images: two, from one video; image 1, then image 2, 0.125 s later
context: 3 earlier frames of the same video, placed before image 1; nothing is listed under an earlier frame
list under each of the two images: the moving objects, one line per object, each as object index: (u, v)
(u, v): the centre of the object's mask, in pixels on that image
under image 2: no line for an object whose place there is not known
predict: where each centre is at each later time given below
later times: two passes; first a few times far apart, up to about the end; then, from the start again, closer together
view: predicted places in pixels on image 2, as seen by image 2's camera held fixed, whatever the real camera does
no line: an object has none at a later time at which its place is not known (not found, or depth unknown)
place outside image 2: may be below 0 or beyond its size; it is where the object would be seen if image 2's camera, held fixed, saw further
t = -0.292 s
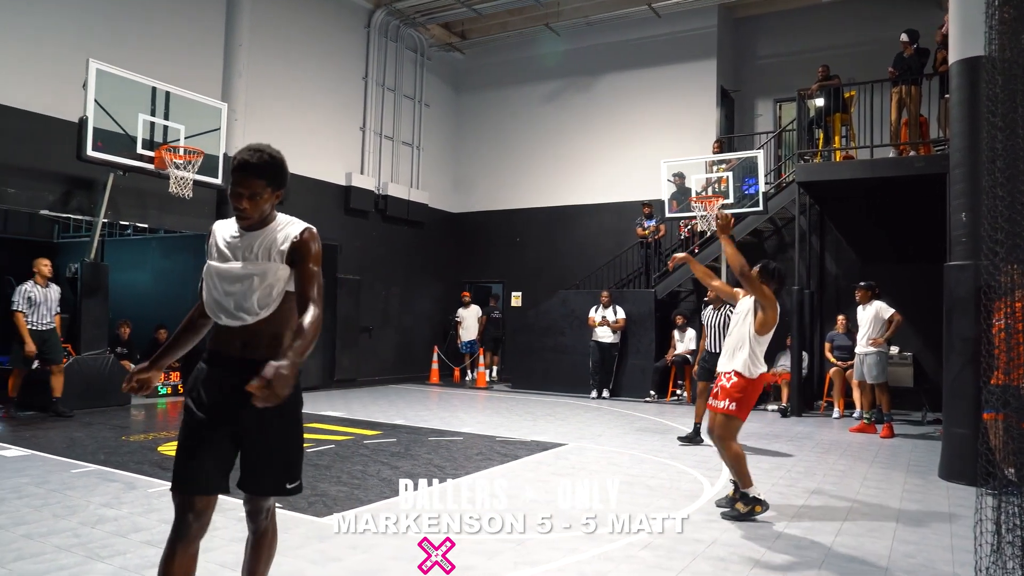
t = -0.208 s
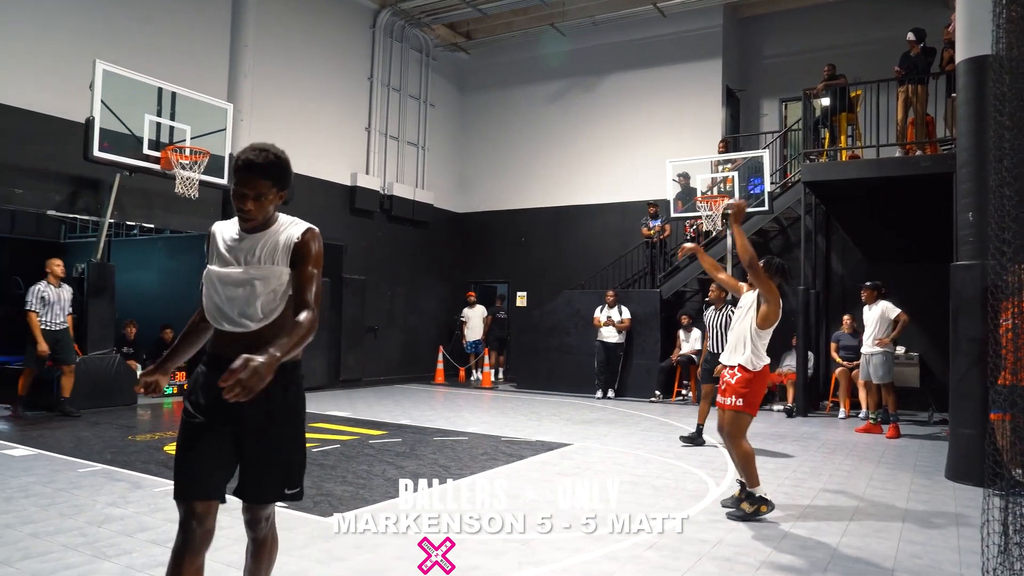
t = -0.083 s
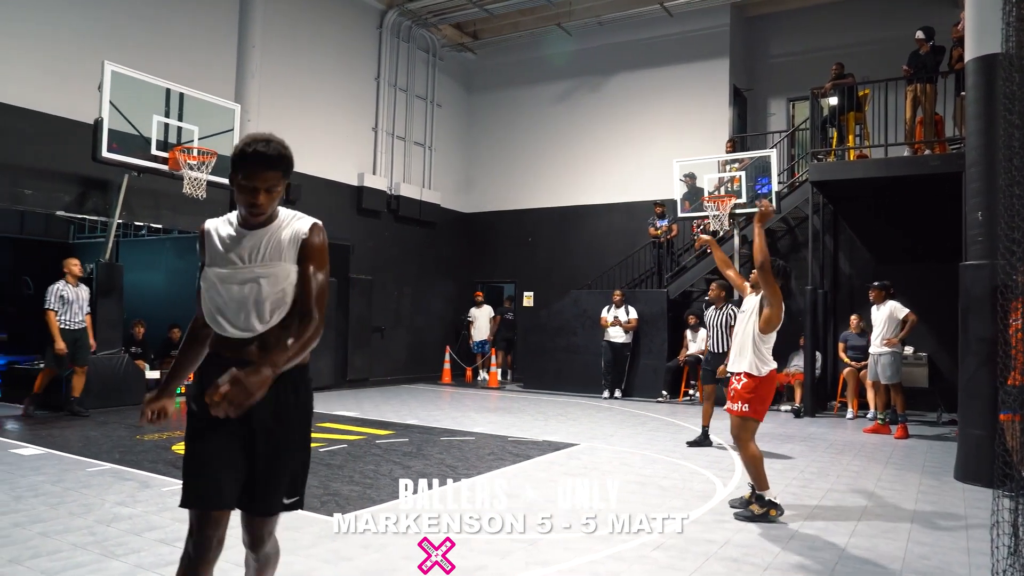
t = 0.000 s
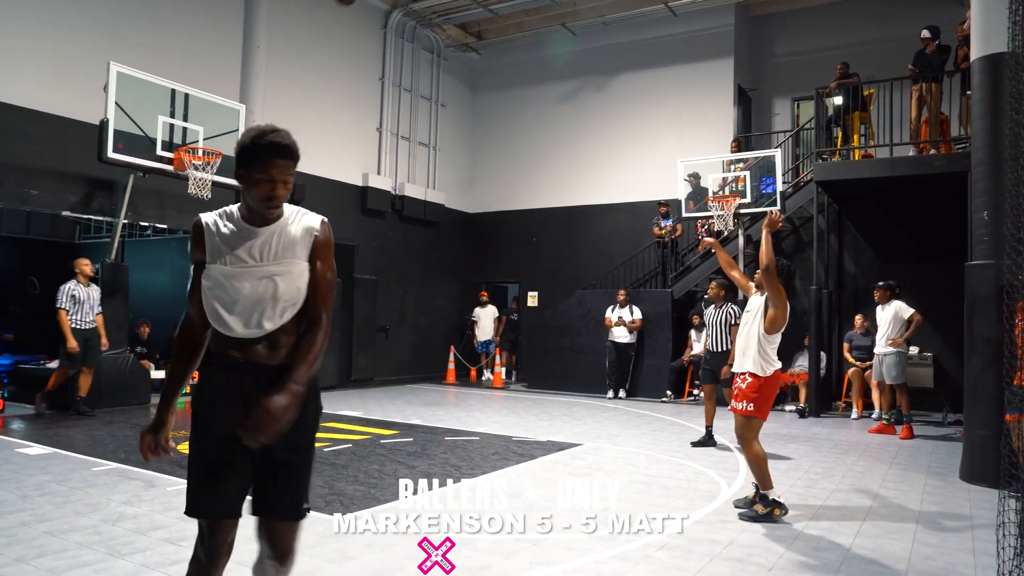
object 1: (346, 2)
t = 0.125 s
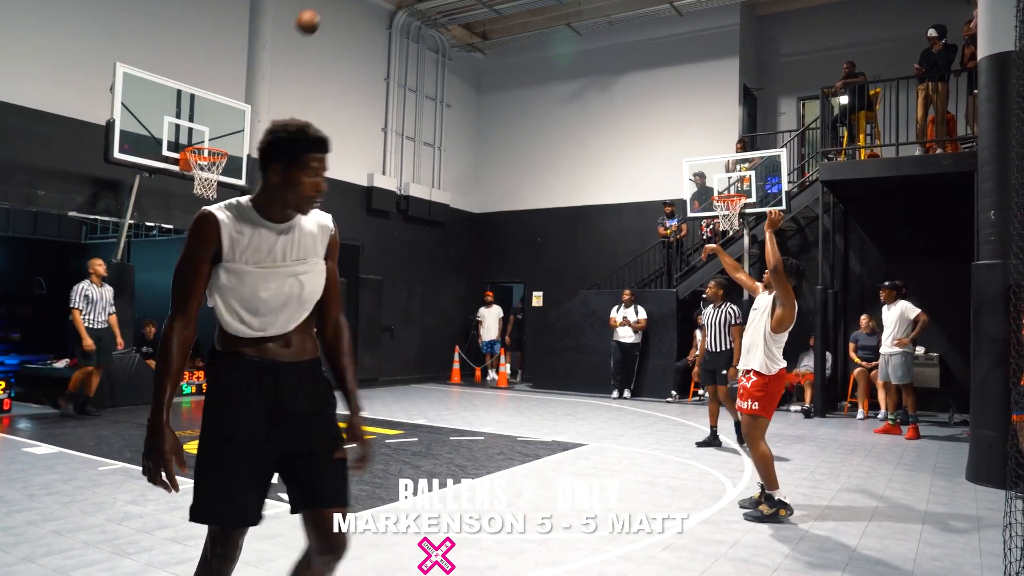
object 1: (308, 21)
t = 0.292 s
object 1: (255, 79)
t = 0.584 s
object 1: (212, 113)
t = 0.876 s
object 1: (206, 110)
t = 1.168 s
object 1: (211, 155)
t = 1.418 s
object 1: (209, 202)
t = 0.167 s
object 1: (294, 34)
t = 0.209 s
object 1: (280, 48)
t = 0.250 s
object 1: (267, 62)
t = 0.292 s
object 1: (255, 79)
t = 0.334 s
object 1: (243, 95)
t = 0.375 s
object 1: (230, 114)
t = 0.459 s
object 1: (215, 136)
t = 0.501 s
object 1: (214, 126)
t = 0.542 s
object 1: (213, 119)
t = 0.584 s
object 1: (212, 113)
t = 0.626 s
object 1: (212, 108)
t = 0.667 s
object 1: (211, 105)
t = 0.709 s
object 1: (210, 103)
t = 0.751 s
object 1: (209, 103)
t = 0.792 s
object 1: (208, 104)
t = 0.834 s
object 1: (207, 106)
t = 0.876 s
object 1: (206, 110)
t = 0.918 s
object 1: (204, 116)
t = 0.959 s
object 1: (203, 122)
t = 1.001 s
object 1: (201, 131)
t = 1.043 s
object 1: (199, 139)
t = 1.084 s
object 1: (201, 142)
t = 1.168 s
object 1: (211, 155)
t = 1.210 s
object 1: (212, 157)
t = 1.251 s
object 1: (204, 158)
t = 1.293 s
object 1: (203, 157)
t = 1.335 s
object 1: (212, 177)
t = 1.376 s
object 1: (208, 198)
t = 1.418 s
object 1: (209, 202)
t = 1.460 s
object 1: (209, 211)
